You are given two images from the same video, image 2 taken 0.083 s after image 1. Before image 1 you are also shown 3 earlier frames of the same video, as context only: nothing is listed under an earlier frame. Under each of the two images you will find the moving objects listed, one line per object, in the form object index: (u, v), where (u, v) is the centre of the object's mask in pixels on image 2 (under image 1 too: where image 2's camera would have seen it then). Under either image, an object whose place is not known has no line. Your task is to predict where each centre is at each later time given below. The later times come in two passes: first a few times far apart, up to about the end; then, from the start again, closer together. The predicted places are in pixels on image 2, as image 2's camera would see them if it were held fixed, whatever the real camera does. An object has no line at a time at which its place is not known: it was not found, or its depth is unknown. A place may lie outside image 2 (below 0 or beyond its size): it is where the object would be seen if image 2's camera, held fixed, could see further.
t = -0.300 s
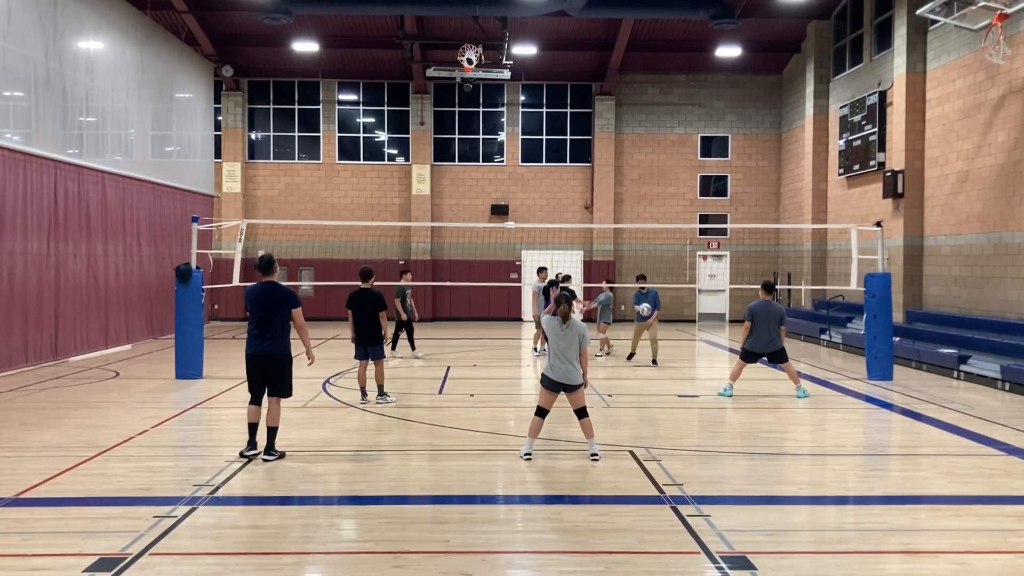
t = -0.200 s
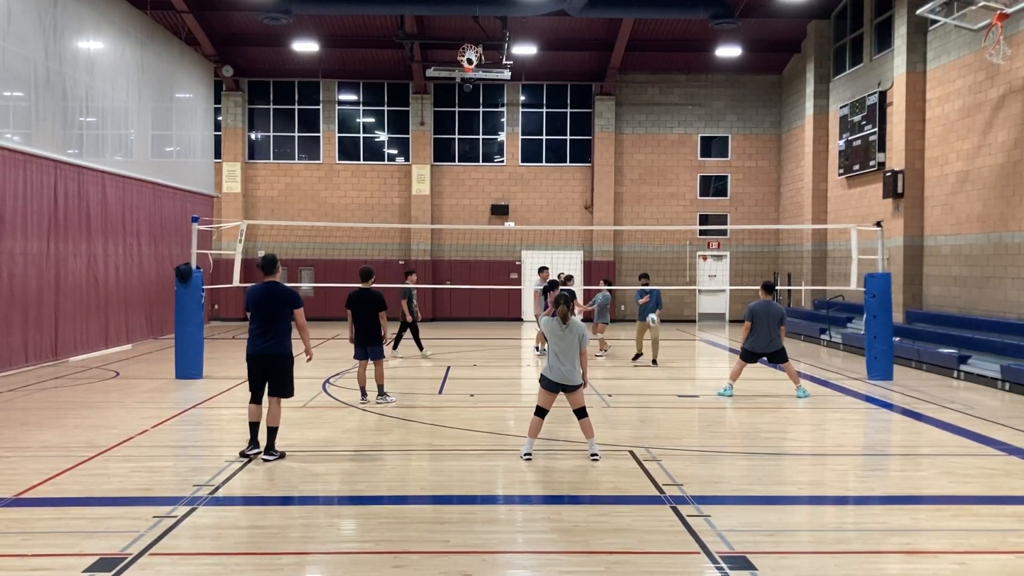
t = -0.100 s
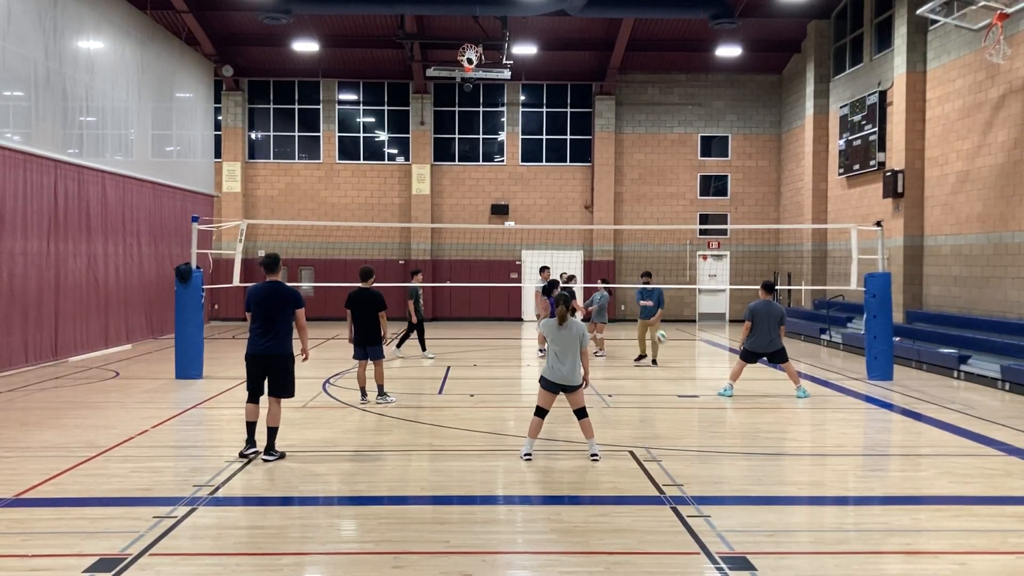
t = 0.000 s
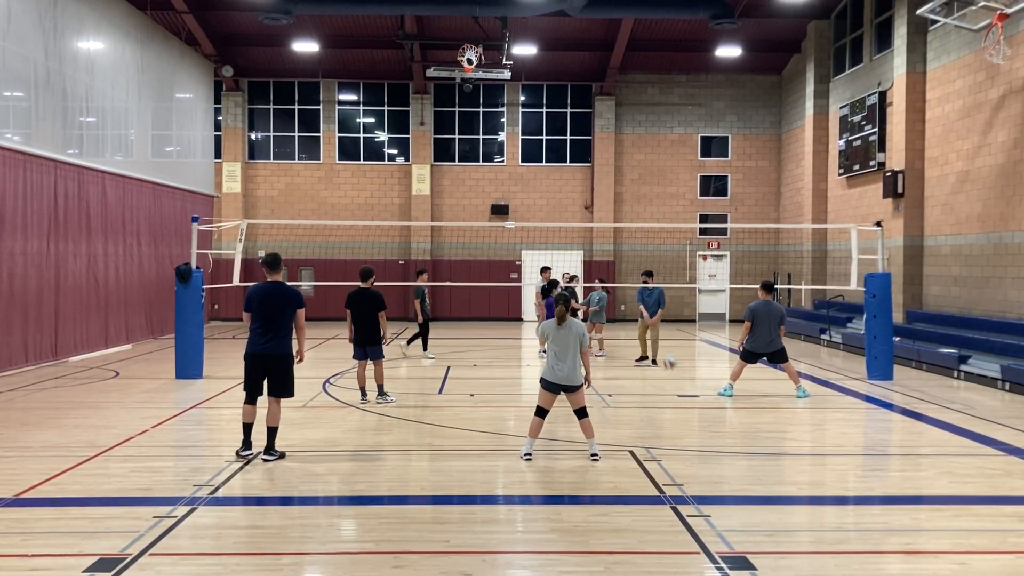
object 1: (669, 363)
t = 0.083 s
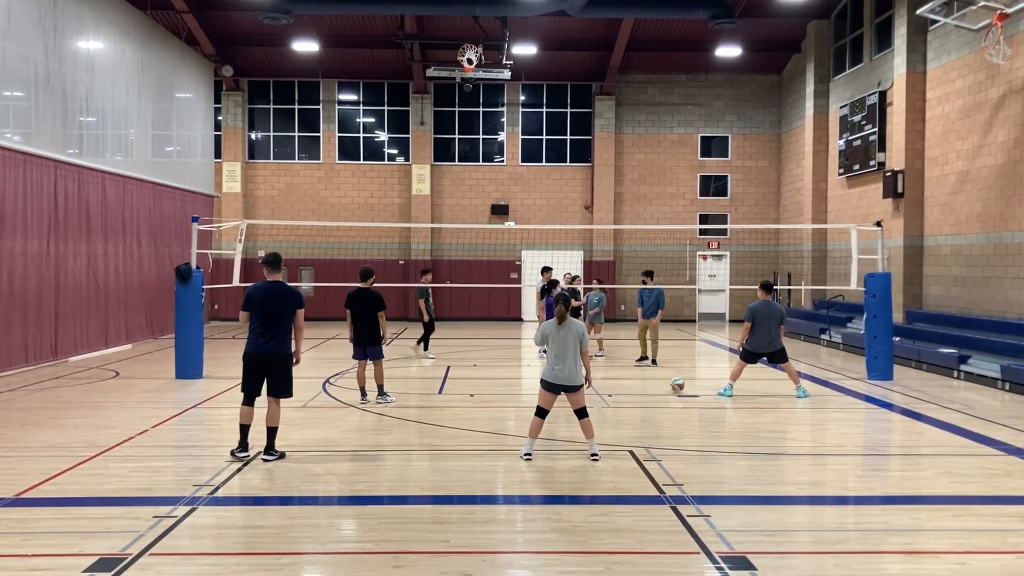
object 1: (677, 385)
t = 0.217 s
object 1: (683, 362)
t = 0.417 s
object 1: (692, 349)
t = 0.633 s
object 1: (703, 372)
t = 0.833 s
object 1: (713, 410)
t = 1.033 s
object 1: (726, 393)
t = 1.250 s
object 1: (741, 416)
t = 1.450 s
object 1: (759, 444)
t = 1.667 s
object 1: (781, 443)
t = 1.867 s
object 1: (804, 498)
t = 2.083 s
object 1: (835, 496)
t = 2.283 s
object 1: (869, 556)
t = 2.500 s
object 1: (912, 564)
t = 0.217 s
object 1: (683, 362)
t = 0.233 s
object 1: (683, 360)
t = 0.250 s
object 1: (684, 358)
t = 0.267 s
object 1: (685, 356)
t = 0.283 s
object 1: (686, 355)
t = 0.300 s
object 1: (686, 354)
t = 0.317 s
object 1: (687, 353)
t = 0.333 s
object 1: (688, 352)
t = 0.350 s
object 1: (689, 351)
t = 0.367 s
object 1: (689, 350)
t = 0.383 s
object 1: (690, 349)
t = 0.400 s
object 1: (691, 351)
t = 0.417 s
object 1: (692, 349)
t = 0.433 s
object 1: (692, 351)
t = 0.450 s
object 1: (693, 351)
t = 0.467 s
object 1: (694, 351)
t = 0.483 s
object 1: (695, 353)
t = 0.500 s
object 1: (696, 354)
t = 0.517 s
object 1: (697, 356)
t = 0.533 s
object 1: (697, 357)
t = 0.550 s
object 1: (698, 358)
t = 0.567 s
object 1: (699, 361)
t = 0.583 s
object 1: (700, 362)
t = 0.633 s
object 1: (703, 372)
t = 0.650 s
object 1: (703, 376)
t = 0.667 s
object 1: (704, 379)
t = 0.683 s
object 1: (704, 383)
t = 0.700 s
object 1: (705, 387)
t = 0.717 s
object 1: (706, 392)
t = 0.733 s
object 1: (707, 396)
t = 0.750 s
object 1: (708, 402)
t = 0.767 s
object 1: (709, 407)
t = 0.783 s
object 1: (710, 412)
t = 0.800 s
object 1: (711, 417)
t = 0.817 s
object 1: (712, 413)
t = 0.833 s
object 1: (713, 410)
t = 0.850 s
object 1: (714, 408)
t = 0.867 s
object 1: (715, 405)
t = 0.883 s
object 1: (715, 403)
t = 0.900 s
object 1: (717, 401)
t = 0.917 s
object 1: (718, 399)
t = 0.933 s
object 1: (719, 397)
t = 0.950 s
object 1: (720, 396)
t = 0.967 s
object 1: (721, 395)
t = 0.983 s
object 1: (722, 394)
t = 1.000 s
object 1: (723, 393)
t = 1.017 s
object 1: (724, 393)
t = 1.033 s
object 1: (726, 393)
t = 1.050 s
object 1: (727, 392)
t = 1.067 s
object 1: (727, 393)
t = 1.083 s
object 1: (729, 393)
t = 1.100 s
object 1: (730, 394)
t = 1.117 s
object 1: (732, 396)
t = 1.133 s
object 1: (733, 398)
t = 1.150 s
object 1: (734, 399)
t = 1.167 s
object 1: (735, 401)
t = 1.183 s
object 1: (736, 403)
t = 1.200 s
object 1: (738, 406)
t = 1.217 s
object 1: (739, 409)
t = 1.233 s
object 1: (740, 412)
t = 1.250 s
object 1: (741, 416)
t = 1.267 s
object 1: (743, 419)
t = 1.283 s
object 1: (744, 423)
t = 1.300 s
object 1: (746, 428)
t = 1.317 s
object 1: (748, 433)
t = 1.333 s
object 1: (749, 438)
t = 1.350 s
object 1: (749, 444)
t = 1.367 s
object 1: (751, 451)
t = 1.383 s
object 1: (753, 454)
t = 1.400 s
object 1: (754, 451)
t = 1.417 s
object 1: (756, 448)
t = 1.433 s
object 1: (758, 446)
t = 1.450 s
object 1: (759, 444)
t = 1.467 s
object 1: (761, 442)
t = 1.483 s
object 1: (762, 440)
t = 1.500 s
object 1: (764, 439)
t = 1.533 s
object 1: (767, 437)
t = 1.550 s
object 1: (769, 437)
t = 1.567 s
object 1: (771, 437)
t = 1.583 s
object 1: (772, 437)
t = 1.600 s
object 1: (774, 438)
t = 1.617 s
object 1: (776, 439)
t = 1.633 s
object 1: (778, 441)
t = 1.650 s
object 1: (779, 442)
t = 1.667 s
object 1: (781, 443)
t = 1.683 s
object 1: (783, 445)
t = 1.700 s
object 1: (785, 448)
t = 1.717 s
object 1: (787, 451)
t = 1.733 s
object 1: (789, 454)
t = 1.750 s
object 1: (790, 458)
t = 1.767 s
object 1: (792, 462)
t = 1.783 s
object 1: (794, 468)
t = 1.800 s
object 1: (797, 473)
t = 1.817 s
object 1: (798, 478)
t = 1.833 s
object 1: (800, 484)
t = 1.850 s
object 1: (803, 490)
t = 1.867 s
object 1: (804, 498)
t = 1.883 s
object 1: (806, 500)
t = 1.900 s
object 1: (809, 498)
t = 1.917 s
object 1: (811, 495)
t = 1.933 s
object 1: (813, 494)
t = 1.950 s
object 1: (815, 492)
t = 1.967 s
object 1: (818, 492)
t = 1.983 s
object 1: (820, 492)
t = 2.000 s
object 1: (823, 491)
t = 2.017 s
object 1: (825, 492)
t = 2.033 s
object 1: (828, 492)
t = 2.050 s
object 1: (830, 493)
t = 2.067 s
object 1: (833, 494)
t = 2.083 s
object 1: (835, 496)
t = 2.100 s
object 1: (837, 498)
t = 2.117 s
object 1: (840, 501)
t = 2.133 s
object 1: (843, 504)
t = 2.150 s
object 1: (845, 507)
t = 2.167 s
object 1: (848, 512)
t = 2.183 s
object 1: (850, 516)
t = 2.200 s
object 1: (854, 521)
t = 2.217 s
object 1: (857, 528)
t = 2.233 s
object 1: (860, 534)
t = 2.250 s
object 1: (862, 540)
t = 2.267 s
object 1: (866, 548)
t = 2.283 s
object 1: (869, 556)
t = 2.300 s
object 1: (872, 557)
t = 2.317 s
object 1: (875, 555)
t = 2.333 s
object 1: (878, 554)
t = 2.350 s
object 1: (881, 553)
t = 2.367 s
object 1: (885, 554)
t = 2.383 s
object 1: (888, 554)
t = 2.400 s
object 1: (892, 555)
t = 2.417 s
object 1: (895, 557)
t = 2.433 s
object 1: (899, 557)
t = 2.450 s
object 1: (902, 560)
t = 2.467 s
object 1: (906, 560)
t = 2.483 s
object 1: (909, 563)
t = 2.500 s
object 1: (912, 564)
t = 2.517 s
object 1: (917, 566)
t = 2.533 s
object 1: (920, 569)
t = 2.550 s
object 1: (923, 571)
